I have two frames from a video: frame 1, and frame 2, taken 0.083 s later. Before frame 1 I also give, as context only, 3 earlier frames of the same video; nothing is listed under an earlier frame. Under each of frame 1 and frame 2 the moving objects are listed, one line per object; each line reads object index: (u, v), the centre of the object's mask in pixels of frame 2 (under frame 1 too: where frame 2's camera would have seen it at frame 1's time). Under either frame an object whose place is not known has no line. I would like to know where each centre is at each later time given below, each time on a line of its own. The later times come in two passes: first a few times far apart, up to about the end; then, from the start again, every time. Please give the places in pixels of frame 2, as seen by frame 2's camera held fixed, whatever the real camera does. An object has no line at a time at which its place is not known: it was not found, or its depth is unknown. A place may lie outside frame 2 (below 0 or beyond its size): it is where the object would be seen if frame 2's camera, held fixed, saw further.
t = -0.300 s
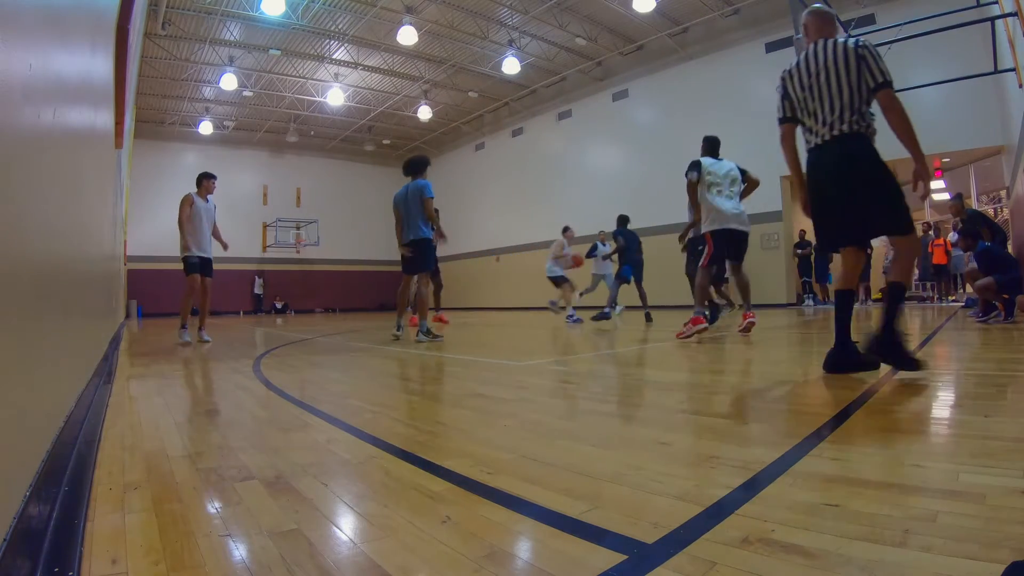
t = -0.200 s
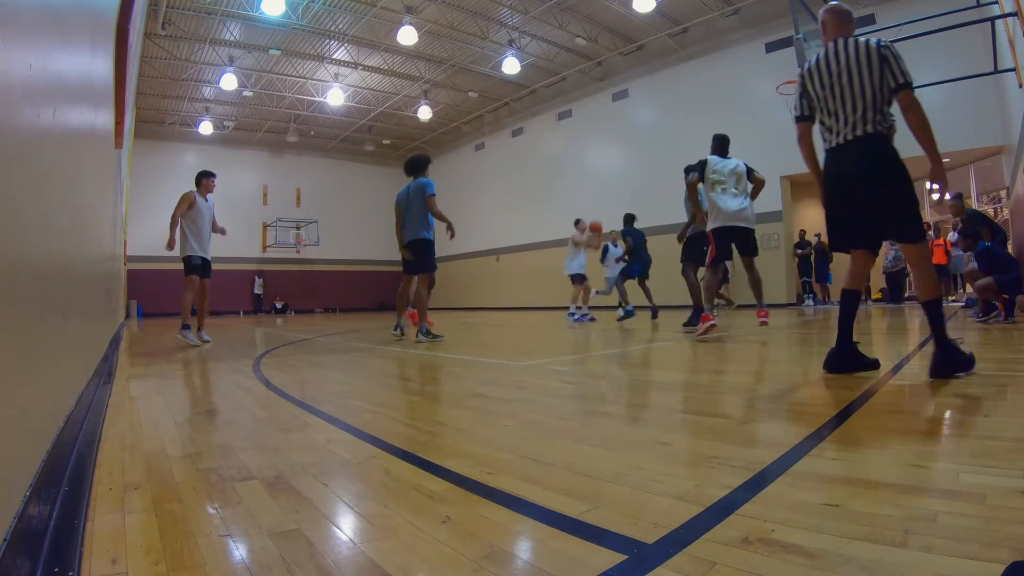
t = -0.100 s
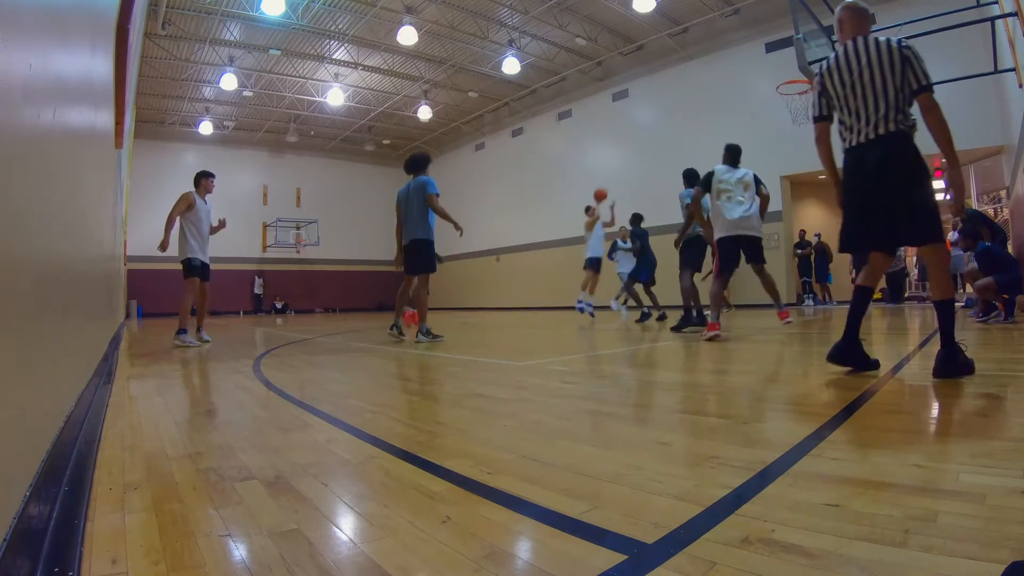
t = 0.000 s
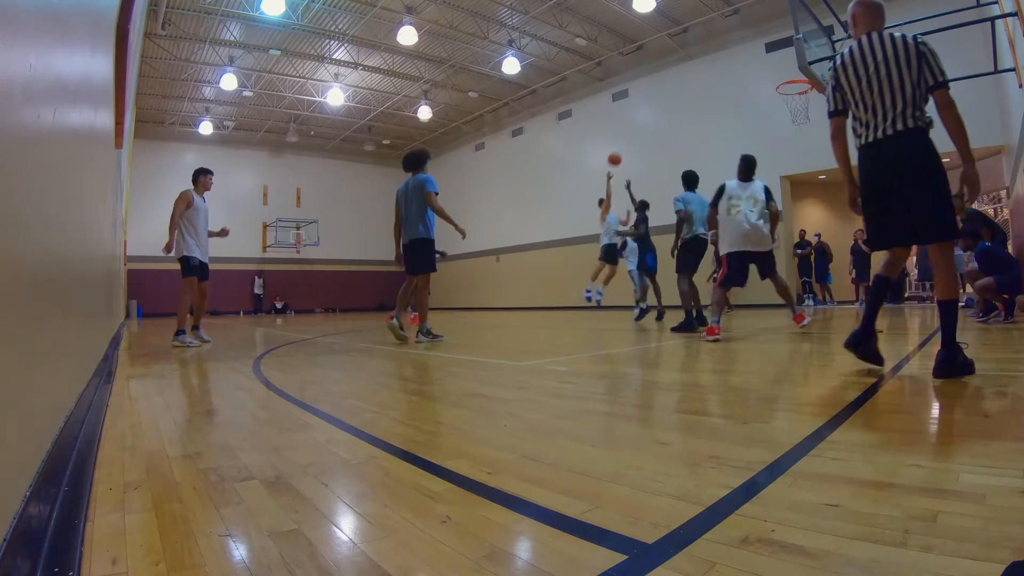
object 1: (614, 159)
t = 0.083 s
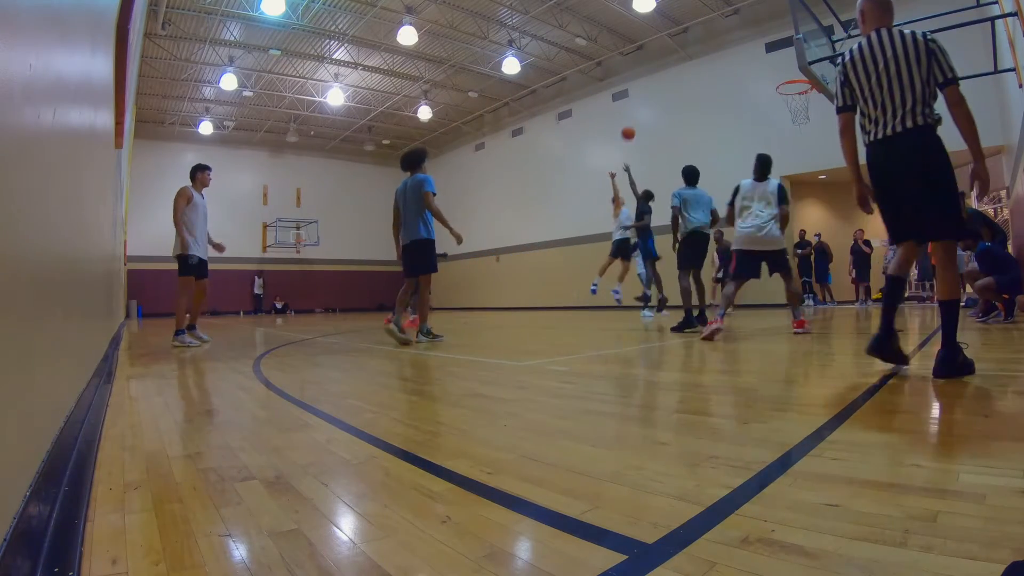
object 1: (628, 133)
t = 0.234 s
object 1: (654, 95)
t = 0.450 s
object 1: (694, 60)
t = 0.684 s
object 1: (746, 52)
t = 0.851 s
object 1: (789, 70)
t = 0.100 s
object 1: (631, 128)
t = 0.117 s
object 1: (634, 124)
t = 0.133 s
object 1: (636, 119)
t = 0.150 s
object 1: (639, 115)
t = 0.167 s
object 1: (642, 111)
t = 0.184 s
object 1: (645, 107)
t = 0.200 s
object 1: (648, 103)
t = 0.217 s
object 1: (651, 99)
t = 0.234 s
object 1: (654, 95)
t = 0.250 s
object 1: (657, 92)
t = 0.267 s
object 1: (660, 88)
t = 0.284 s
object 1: (663, 85)
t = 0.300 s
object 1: (666, 82)
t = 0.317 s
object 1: (669, 79)
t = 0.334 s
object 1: (672, 77)
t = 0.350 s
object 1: (675, 74)
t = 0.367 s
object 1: (678, 72)
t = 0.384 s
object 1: (681, 68)
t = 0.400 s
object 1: (685, 66)
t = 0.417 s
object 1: (688, 64)
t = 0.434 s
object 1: (691, 62)
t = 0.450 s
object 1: (694, 60)
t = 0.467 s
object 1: (698, 59)
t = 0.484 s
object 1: (701, 58)
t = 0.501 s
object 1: (705, 56)
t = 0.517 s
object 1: (708, 55)
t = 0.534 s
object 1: (712, 54)
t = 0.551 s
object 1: (716, 53)
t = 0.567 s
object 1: (719, 52)
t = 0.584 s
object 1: (723, 52)
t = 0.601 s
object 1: (727, 52)
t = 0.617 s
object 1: (730, 51)
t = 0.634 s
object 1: (734, 51)
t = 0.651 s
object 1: (738, 52)
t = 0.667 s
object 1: (742, 52)
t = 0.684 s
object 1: (746, 52)
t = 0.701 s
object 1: (750, 53)
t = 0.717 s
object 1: (755, 55)
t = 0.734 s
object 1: (758, 56)
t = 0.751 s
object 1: (763, 57)
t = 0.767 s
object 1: (767, 58)
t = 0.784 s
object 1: (771, 60)
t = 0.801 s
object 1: (776, 62)
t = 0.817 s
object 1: (780, 65)
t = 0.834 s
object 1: (785, 67)
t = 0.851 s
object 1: (789, 70)
